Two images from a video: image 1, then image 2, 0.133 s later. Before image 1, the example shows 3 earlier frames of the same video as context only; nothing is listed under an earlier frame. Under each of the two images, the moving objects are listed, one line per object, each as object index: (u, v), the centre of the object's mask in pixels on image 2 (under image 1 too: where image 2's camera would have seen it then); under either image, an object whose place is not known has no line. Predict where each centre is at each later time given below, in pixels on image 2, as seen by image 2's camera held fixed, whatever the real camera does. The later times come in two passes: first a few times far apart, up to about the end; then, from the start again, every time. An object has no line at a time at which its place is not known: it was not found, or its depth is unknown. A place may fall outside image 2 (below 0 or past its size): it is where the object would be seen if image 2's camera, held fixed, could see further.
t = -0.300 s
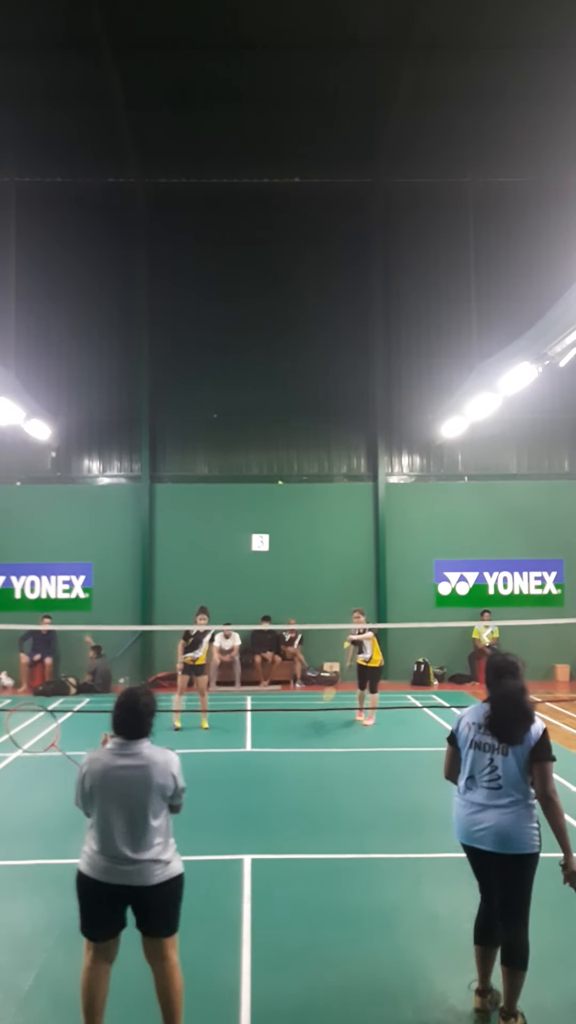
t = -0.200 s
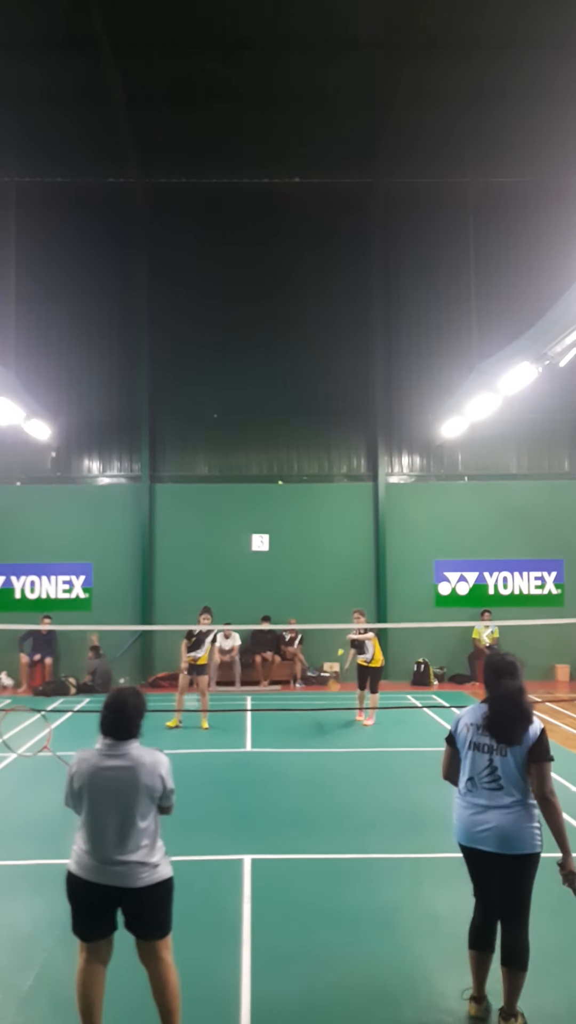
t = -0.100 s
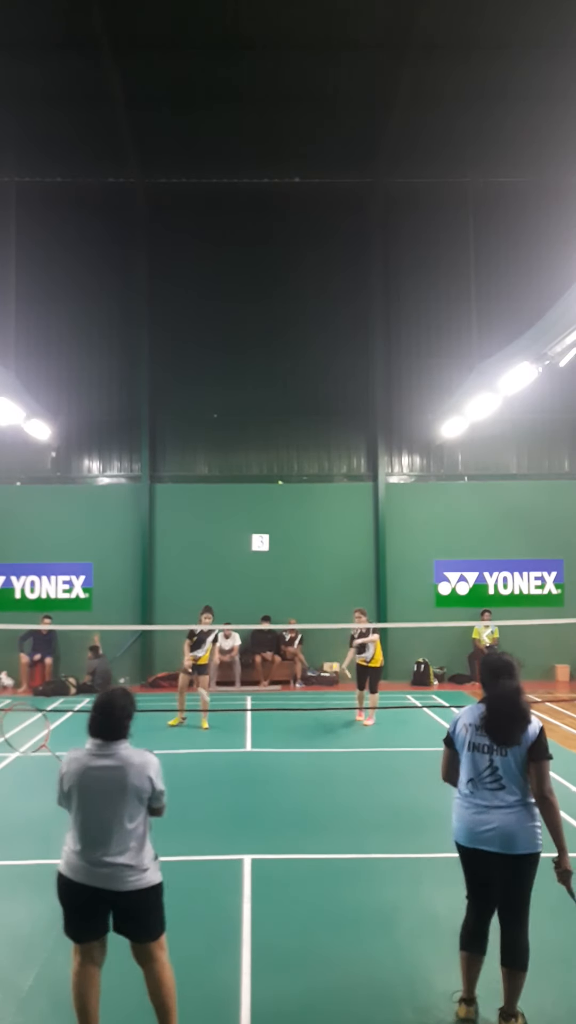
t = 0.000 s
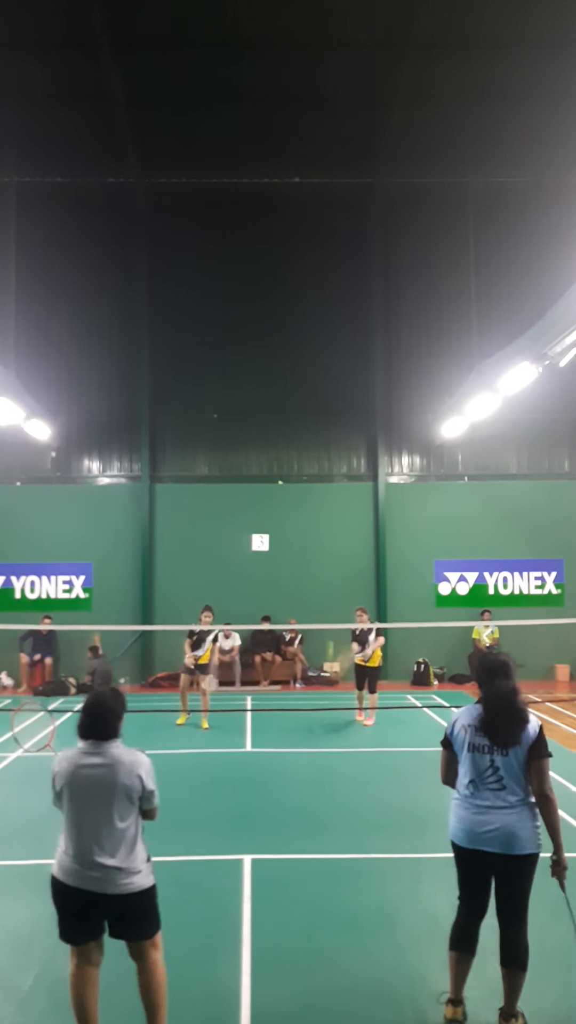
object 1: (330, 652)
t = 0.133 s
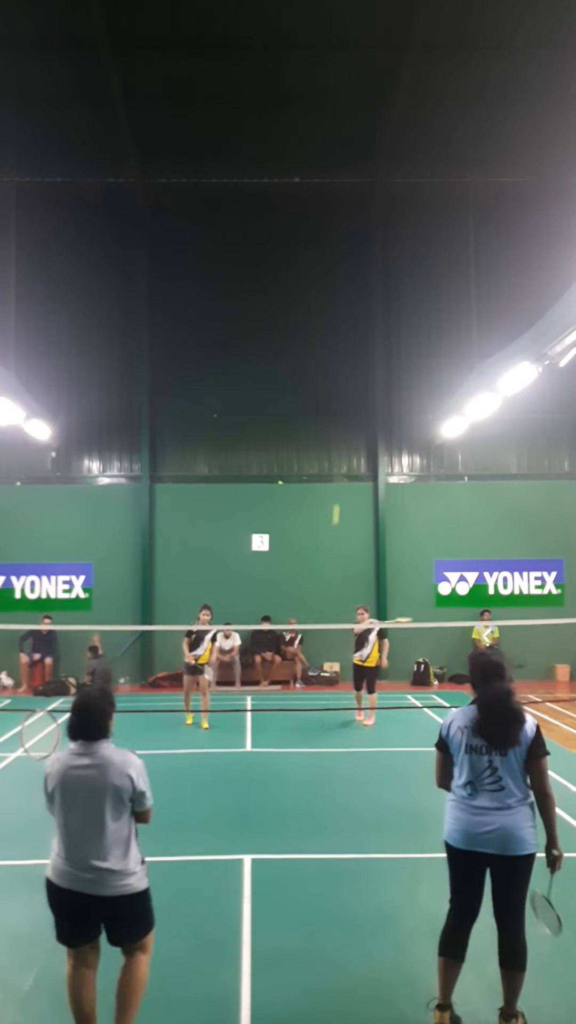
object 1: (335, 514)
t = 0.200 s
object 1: (339, 460)
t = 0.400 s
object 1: (350, 331)
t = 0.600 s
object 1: (360, 250)
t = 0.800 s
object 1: (371, 219)
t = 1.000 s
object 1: (381, 248)
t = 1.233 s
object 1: (393, 376)
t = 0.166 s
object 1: (338, 486)
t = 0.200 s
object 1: (339, 460)
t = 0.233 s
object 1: (341, 434)
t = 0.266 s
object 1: (343, 410)
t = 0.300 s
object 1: (345, 389)
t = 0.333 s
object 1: (347, 368)
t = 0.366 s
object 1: (348, 348)
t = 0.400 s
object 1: (350, 331)
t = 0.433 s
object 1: (352, 314)
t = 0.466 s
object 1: (354, 298)
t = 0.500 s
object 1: (355, 285)
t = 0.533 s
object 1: (357, 271)
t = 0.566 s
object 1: (359, 260)
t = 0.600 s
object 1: (360, 250)
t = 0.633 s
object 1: (362, 241)
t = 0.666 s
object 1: (364, 234)
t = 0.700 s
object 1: (366, 228)
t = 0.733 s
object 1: (368, 224)
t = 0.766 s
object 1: (369, 221)
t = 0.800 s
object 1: (371, 219)
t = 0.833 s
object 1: (373, 219)
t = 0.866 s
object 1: (375, 221)
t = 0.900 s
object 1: (376, 225)
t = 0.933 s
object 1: (378, 231)
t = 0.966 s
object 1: (379, 239)
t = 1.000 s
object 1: (381, 248)
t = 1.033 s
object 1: (383, 260)
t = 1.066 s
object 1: (384, 274)
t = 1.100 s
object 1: (386, 290)
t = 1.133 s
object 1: (388, 309)
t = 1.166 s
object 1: (390, 329)
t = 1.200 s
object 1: (391, 351)
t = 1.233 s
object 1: (393, 376)
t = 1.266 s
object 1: (395, 403)
